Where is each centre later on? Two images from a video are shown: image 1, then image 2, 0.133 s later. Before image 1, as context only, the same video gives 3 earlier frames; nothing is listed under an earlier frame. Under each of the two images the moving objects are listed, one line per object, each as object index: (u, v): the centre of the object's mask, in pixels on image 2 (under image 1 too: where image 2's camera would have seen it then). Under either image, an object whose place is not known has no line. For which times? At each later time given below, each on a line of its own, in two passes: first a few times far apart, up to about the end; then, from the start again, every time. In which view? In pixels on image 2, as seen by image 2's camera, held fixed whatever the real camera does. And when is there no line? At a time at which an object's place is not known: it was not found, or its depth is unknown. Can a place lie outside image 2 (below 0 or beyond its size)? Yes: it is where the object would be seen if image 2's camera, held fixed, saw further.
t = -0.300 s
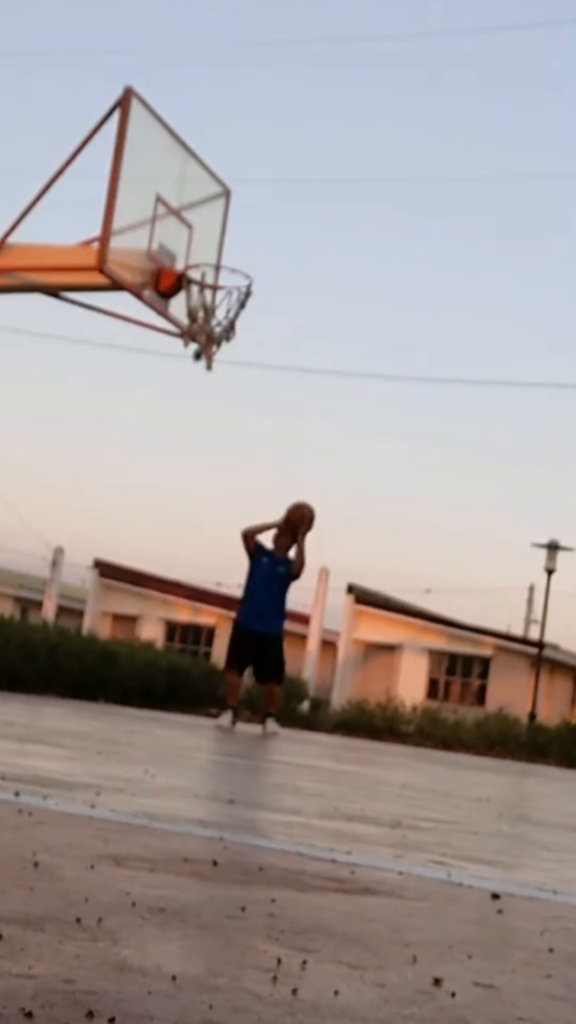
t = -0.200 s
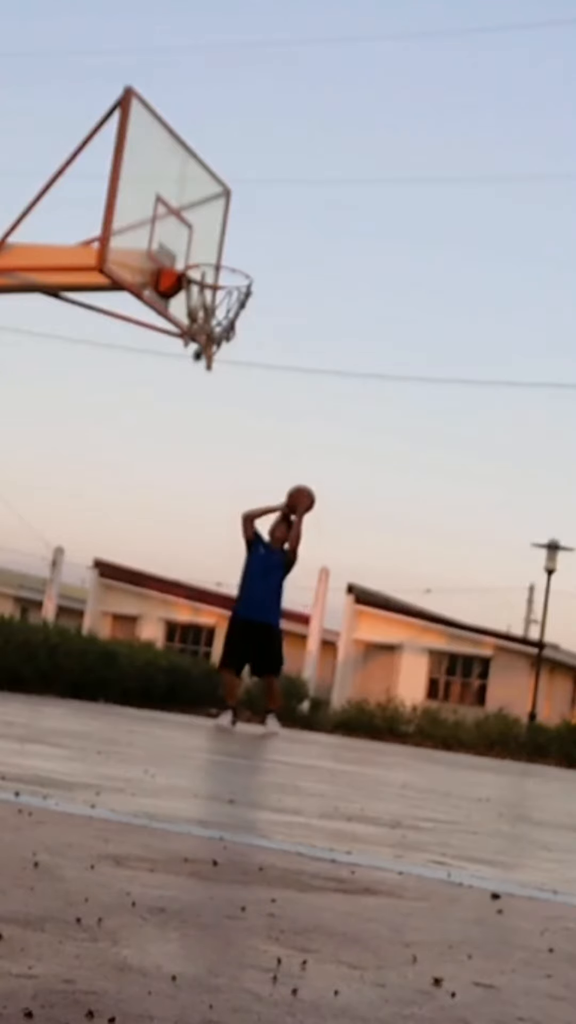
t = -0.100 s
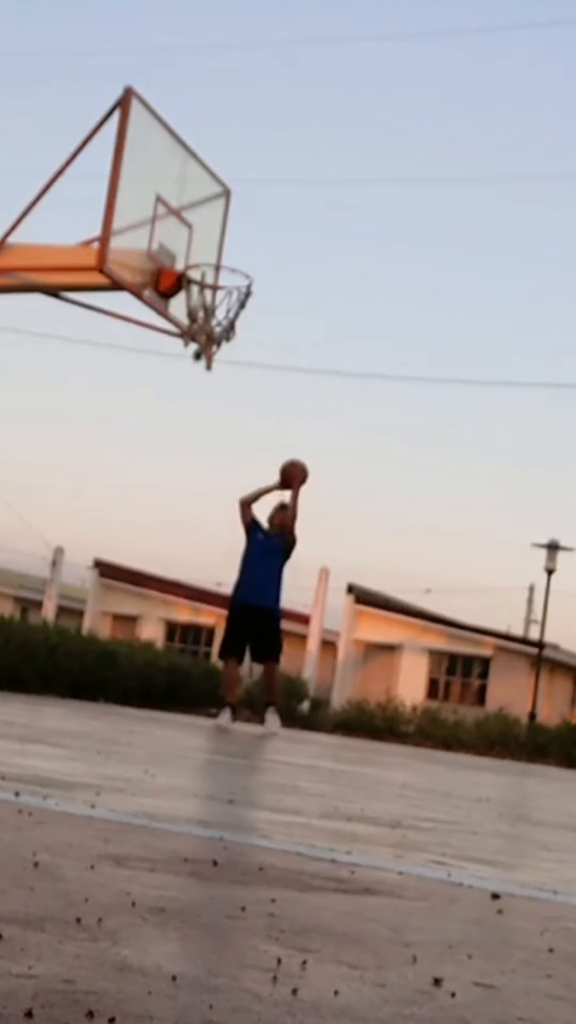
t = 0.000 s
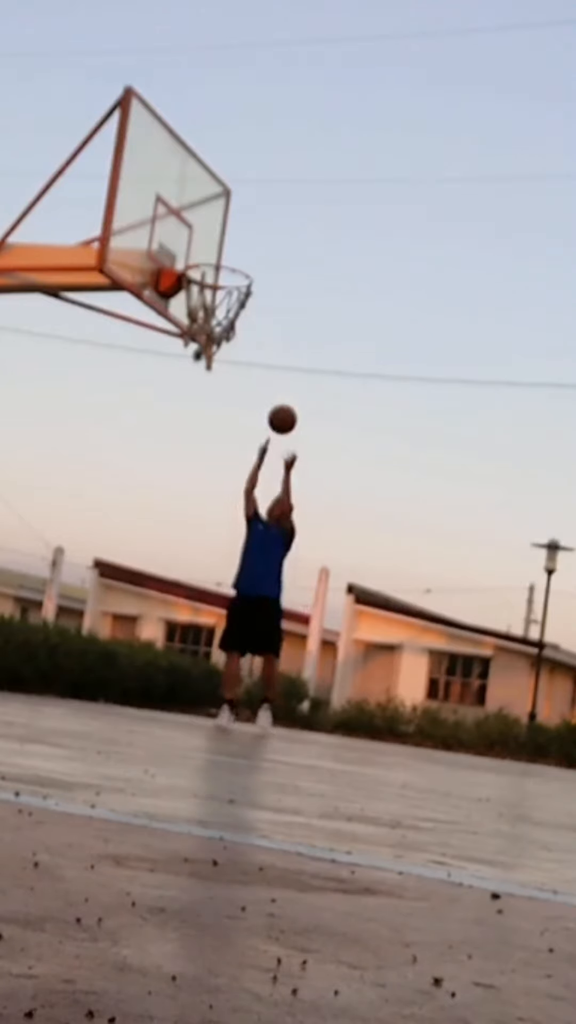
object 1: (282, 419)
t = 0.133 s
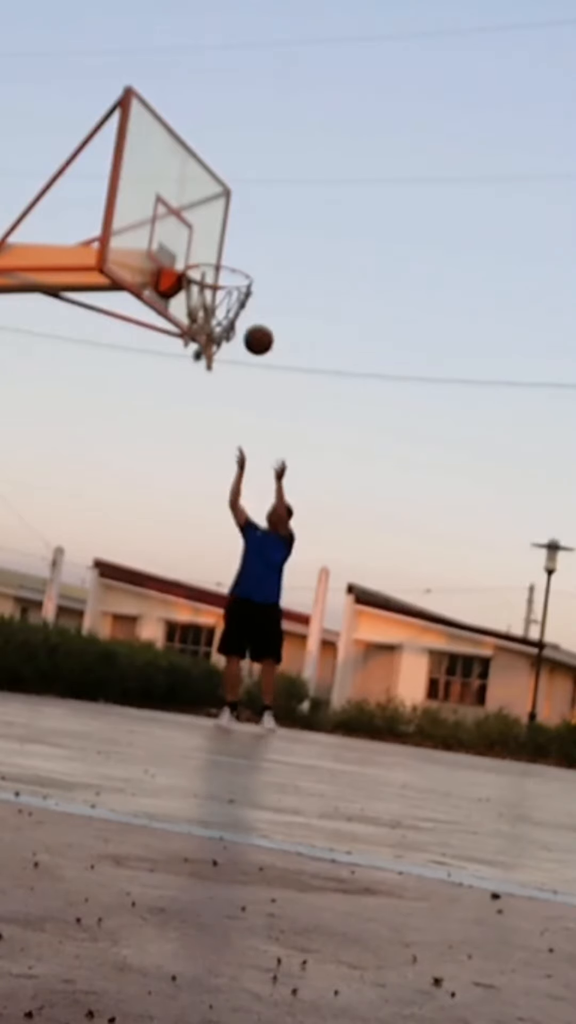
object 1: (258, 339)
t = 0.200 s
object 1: (244, 307)
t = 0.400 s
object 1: (199, 244)
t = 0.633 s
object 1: (205, 267)
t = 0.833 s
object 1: (235, 320)
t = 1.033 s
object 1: (228, 326)
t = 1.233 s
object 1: (216, 377)
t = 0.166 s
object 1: (252, 323)
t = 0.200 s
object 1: (244, 307)
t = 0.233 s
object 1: (237, 293)
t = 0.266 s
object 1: (229, 281)
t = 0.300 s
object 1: (221, 270)
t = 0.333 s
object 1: (213, 258)
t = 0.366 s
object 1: (204, 250)
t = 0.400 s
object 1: (199, 244)
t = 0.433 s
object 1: (200, 243)
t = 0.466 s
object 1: (201, 243)
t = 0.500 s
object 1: (202, 245)
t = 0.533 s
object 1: (202, 248)
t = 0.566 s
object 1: (203, 253)
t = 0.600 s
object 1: (203, 259)
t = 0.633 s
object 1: (205, 267)
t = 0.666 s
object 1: (214, 272)
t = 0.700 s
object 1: (222, 280)
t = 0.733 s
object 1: (228, 289)
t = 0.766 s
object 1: (232, 301)
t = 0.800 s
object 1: (235, 312)
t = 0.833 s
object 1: (235, 320)
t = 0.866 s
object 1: (235, 321)
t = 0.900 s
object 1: (233, 322)
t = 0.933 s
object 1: (231, 319)
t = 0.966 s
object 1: (230, 320)
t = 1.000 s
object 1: (228, 324)
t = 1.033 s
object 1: (228, 326)
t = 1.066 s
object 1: (226, 330)
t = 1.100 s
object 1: (224, 336)
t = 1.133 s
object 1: (222, 344)
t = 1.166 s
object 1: (220, 353)
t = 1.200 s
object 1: (219, 364)
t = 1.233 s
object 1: (216, 377)
